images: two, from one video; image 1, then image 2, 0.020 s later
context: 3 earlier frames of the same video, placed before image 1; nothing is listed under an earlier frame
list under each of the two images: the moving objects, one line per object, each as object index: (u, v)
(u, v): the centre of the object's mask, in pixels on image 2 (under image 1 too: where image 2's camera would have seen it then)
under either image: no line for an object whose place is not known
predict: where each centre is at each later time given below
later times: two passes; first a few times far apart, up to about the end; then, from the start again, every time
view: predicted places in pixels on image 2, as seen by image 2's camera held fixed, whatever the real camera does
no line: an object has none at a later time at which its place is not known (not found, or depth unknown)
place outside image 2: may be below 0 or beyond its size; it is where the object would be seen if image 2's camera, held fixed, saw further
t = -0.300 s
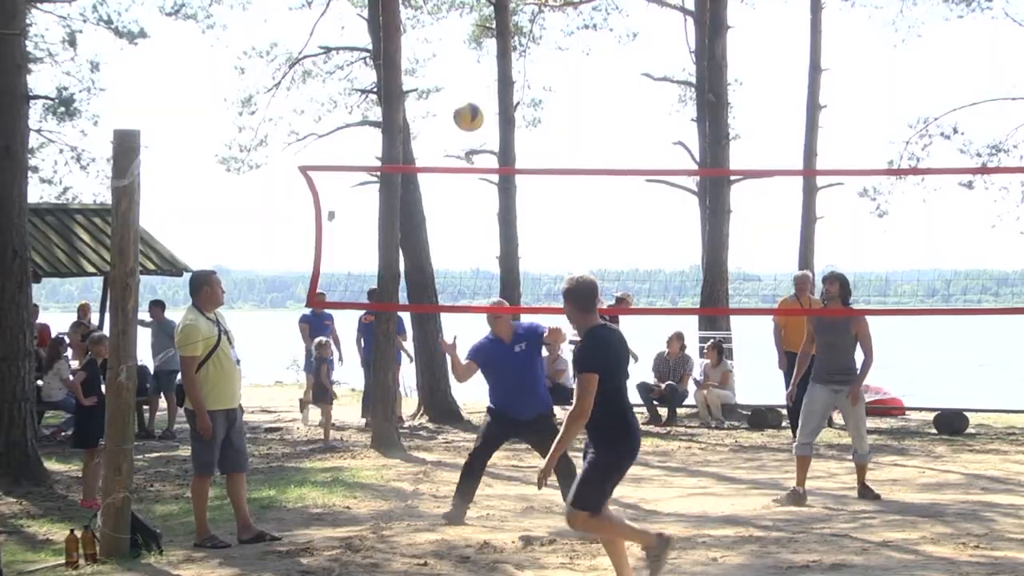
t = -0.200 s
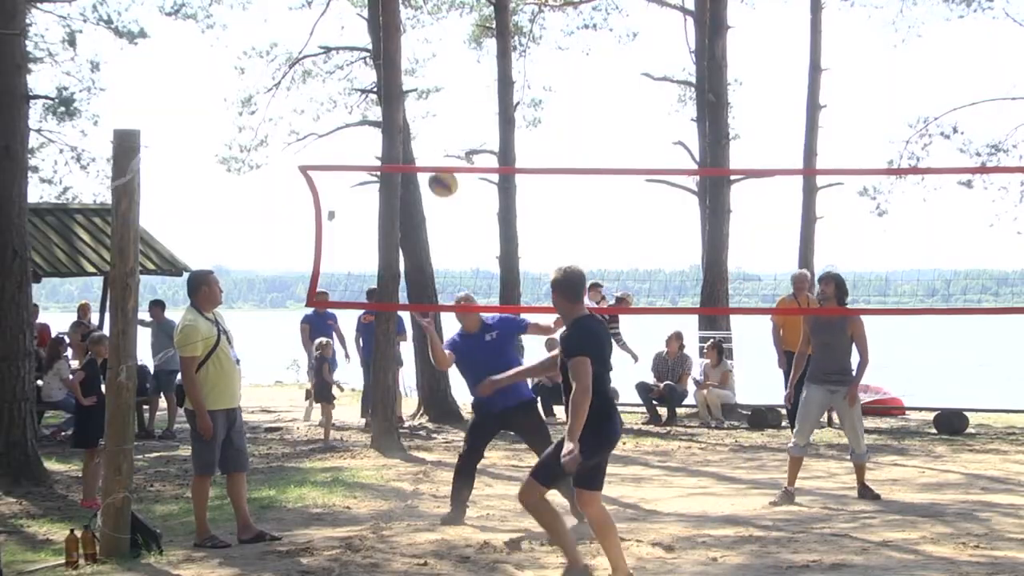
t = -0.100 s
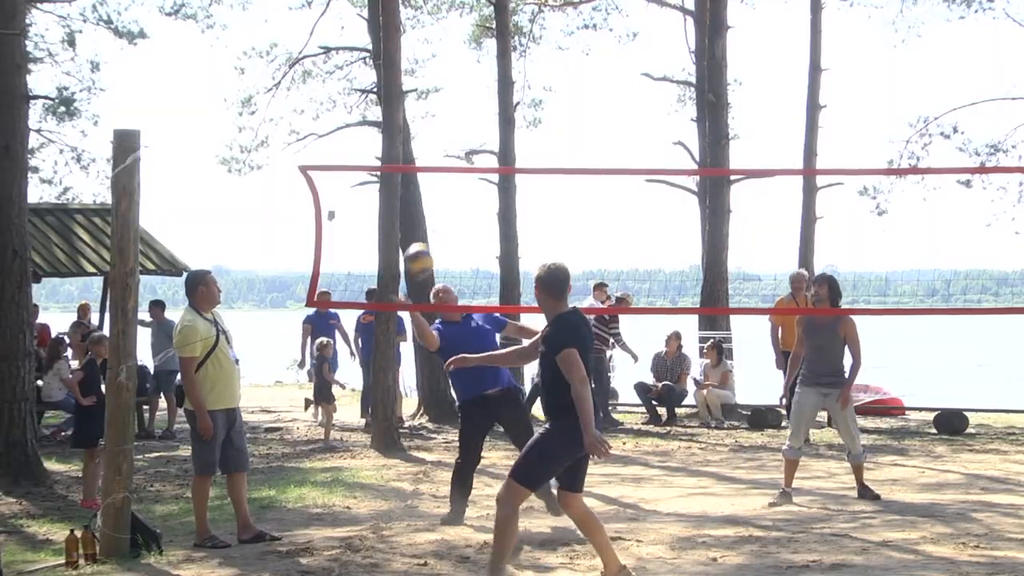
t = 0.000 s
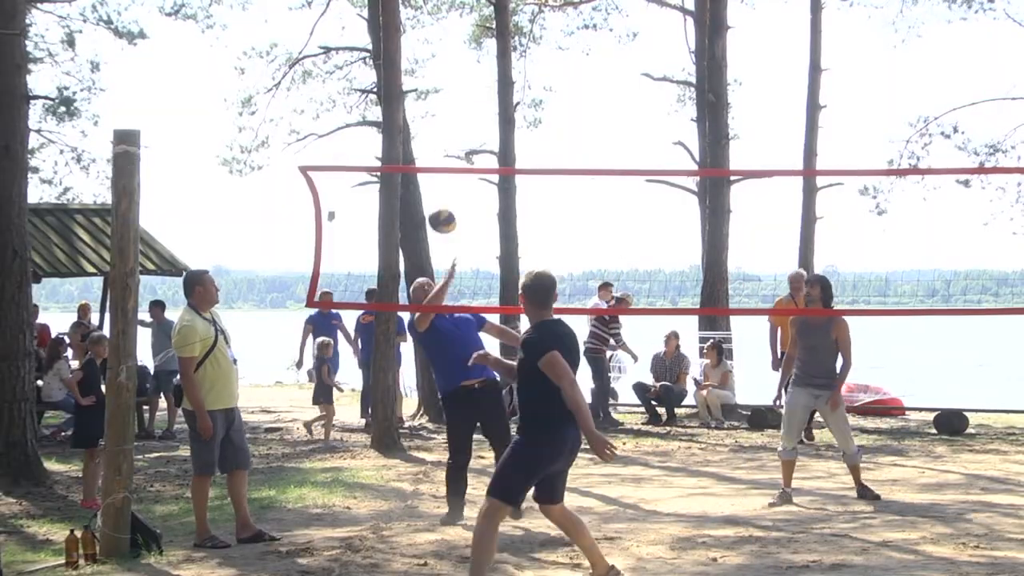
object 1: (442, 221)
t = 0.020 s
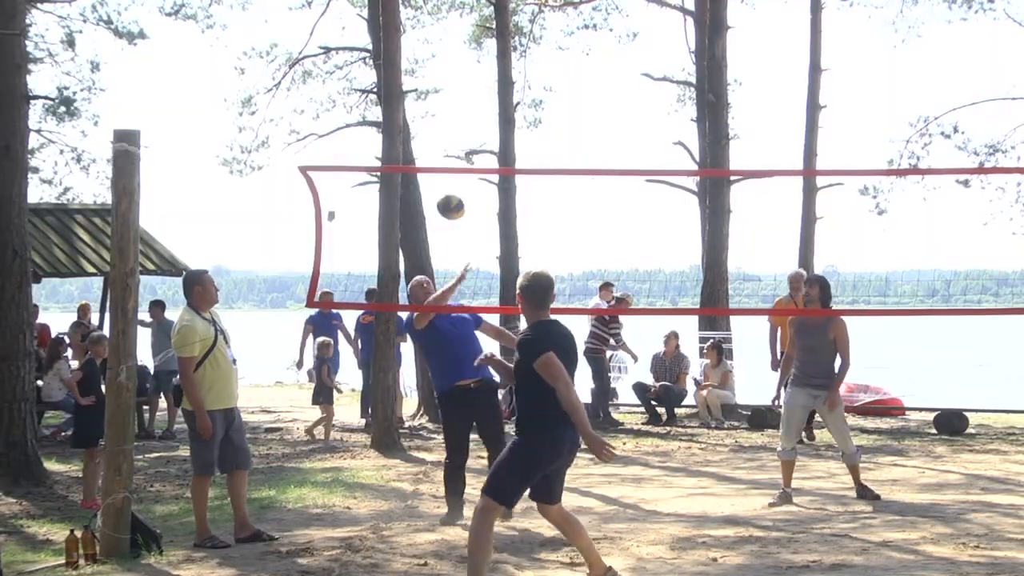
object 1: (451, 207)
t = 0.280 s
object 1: (556, 83)
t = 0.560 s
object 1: (658, 62)
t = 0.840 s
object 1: (751, 150)
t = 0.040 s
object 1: (459, 194)
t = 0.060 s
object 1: (468, 183)
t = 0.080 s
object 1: (476, 166)
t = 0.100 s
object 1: (483, 157)
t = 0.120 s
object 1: (494, 147)
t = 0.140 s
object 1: (501, 137)
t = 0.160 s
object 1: (509, 126)
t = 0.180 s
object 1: (515, 118)
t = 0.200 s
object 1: (525, 110)
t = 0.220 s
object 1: (533, 102)
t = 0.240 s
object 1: (540, 95)
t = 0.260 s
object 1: (548, 89)
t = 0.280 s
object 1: (556, 83)
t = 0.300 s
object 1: (563, 77)
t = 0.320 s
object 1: (571, 73)
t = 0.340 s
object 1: (578, 68)
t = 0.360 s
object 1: (586, 65)
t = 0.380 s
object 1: (593, 62)
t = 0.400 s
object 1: (601, 60)
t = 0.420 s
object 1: (608, 58)
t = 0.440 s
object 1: (615, 57)
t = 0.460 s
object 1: (623, 56)
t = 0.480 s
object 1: (630, 56)
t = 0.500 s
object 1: (637, 57)
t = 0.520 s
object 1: (644, 58)
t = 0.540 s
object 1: (651, 60)
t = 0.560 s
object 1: (658, 62)
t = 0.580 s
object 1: (666, 65)
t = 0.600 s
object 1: (672, 68)
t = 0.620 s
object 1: (679, 72)
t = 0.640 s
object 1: (687, 76)
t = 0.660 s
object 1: (694, 81)
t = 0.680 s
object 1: (701, 87)
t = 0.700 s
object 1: (707, 92)
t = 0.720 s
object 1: (712, 99)
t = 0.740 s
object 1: (718, 106)
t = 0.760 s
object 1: (724, 114)
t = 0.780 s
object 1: (731, 122)
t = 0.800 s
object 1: (738, 131)
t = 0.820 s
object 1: (745, 141)
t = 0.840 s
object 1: (751, 150)
